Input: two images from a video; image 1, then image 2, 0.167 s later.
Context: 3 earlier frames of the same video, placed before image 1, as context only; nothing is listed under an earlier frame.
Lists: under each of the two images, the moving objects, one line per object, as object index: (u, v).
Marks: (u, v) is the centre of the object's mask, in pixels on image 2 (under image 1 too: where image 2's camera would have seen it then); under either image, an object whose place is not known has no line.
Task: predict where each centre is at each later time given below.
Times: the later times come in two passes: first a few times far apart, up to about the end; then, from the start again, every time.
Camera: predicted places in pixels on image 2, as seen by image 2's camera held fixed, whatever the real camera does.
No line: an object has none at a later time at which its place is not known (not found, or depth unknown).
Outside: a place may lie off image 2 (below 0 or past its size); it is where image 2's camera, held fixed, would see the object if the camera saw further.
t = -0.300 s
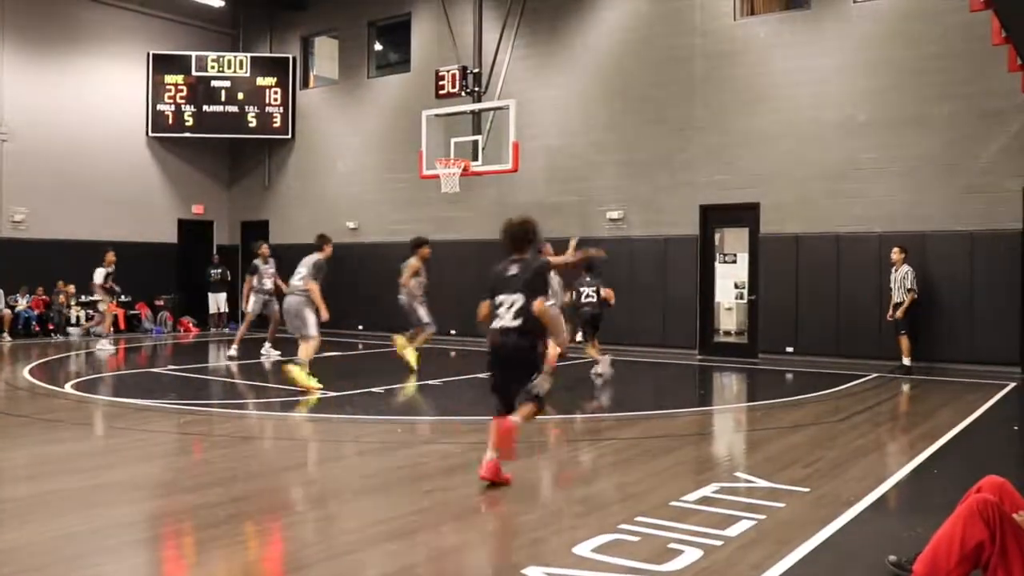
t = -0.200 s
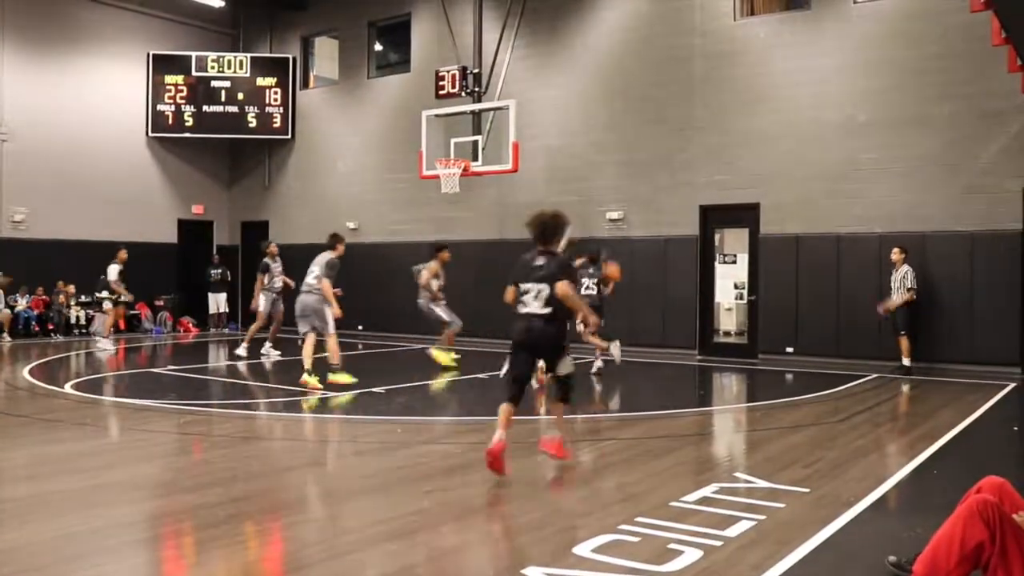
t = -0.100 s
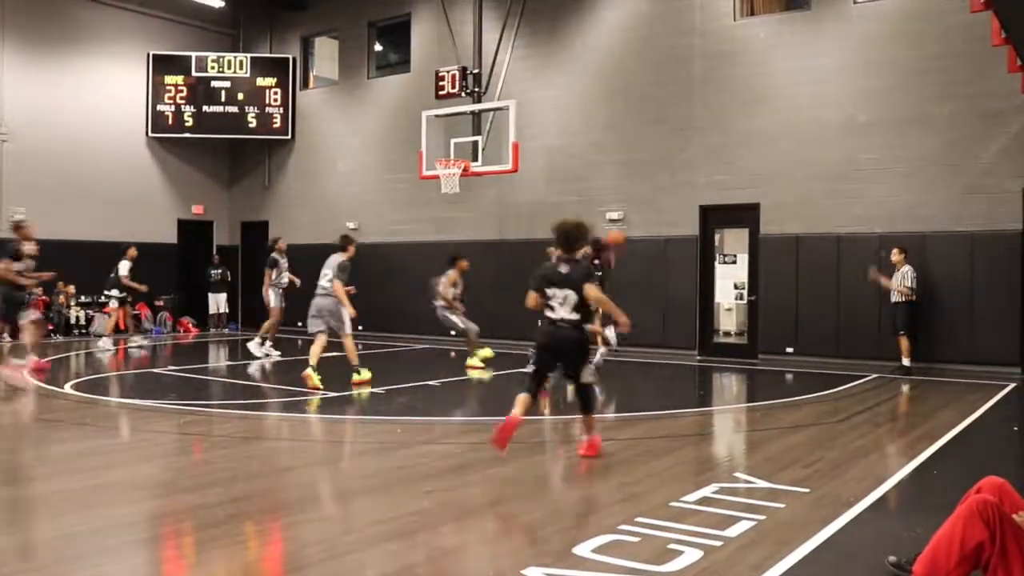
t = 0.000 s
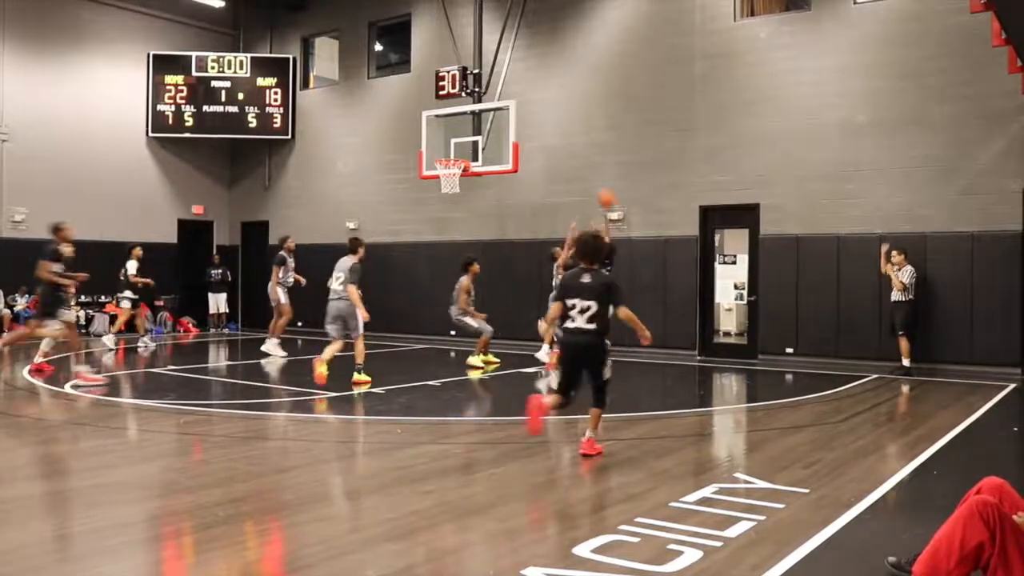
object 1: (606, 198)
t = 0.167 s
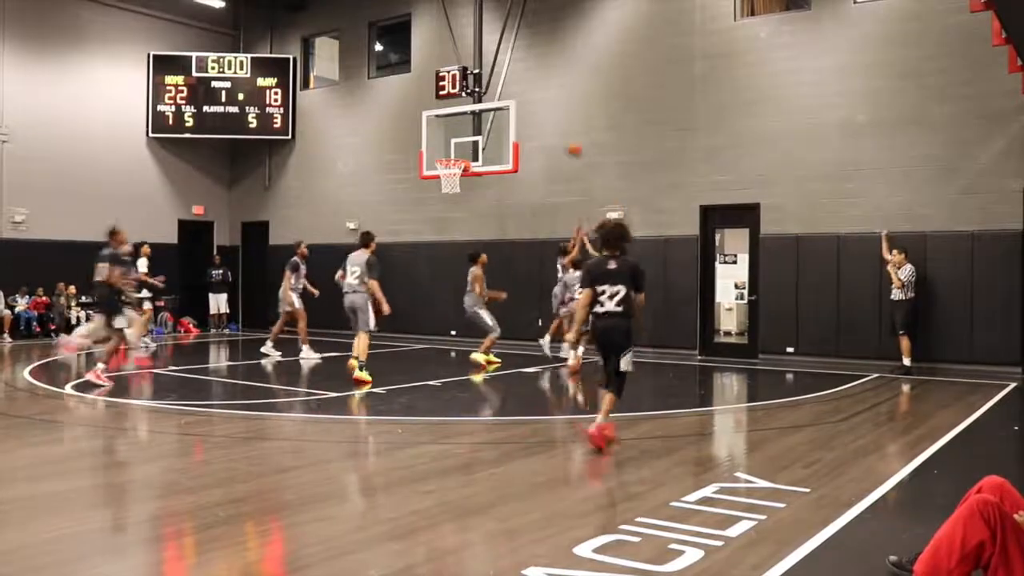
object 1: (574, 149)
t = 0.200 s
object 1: (568, 141)
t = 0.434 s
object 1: (526, 110)
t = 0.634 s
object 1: (493, 112)
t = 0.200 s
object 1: (568, 141)
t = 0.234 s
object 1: (561, 135)
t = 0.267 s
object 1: (556, 129)
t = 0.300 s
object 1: (549, 123)
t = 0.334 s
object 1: (544, 119)
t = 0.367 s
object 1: (537, 115)
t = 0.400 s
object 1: (532, 112)
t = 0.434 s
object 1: (526, 110)
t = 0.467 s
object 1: (521, 109)
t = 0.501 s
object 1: (516, 108)
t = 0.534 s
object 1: (509, 108)
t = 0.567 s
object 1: (503, 109)
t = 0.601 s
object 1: (498, 110)
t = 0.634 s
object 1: (493, 112)
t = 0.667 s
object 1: (486, 116)
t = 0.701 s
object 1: (482, 119)
